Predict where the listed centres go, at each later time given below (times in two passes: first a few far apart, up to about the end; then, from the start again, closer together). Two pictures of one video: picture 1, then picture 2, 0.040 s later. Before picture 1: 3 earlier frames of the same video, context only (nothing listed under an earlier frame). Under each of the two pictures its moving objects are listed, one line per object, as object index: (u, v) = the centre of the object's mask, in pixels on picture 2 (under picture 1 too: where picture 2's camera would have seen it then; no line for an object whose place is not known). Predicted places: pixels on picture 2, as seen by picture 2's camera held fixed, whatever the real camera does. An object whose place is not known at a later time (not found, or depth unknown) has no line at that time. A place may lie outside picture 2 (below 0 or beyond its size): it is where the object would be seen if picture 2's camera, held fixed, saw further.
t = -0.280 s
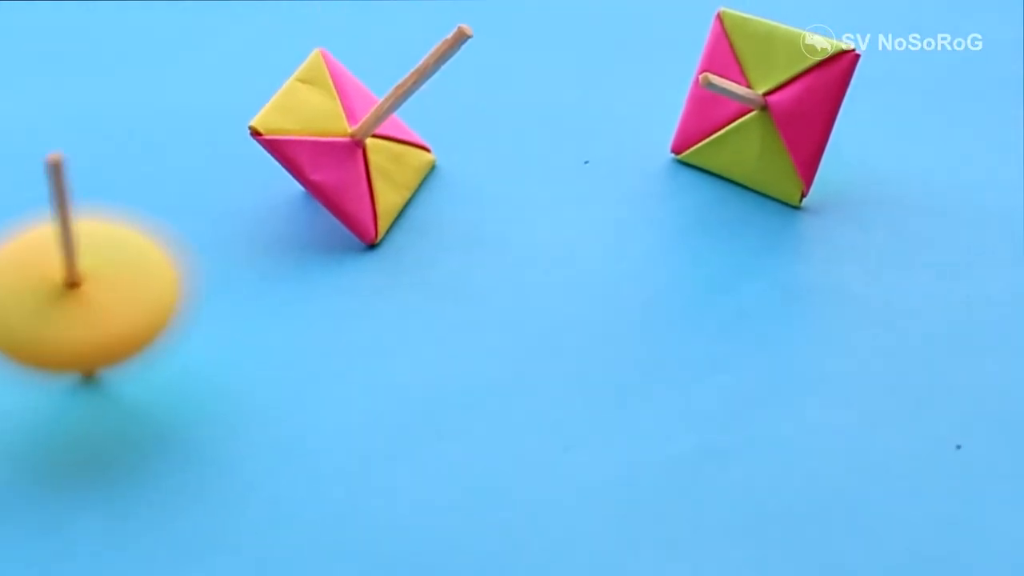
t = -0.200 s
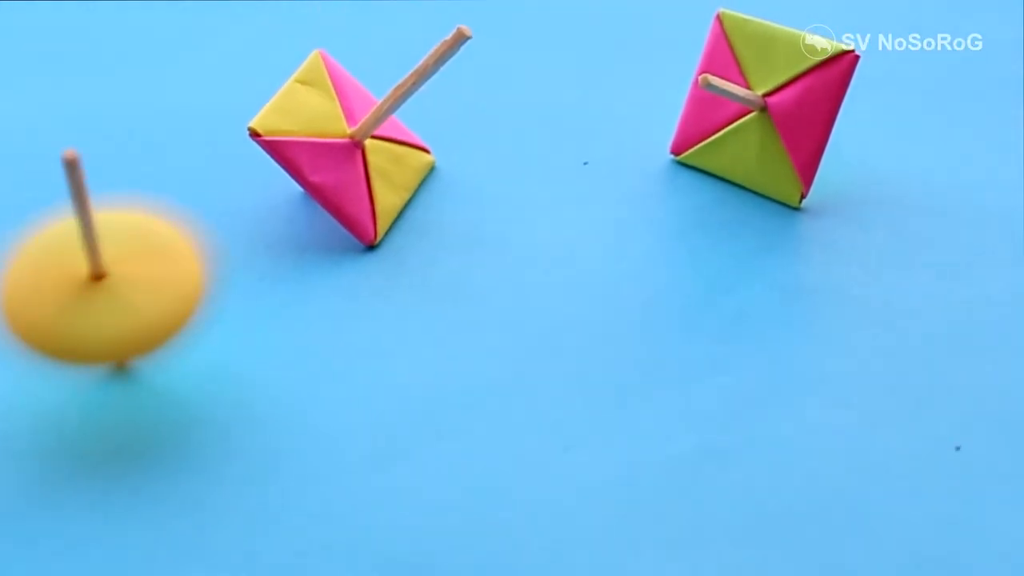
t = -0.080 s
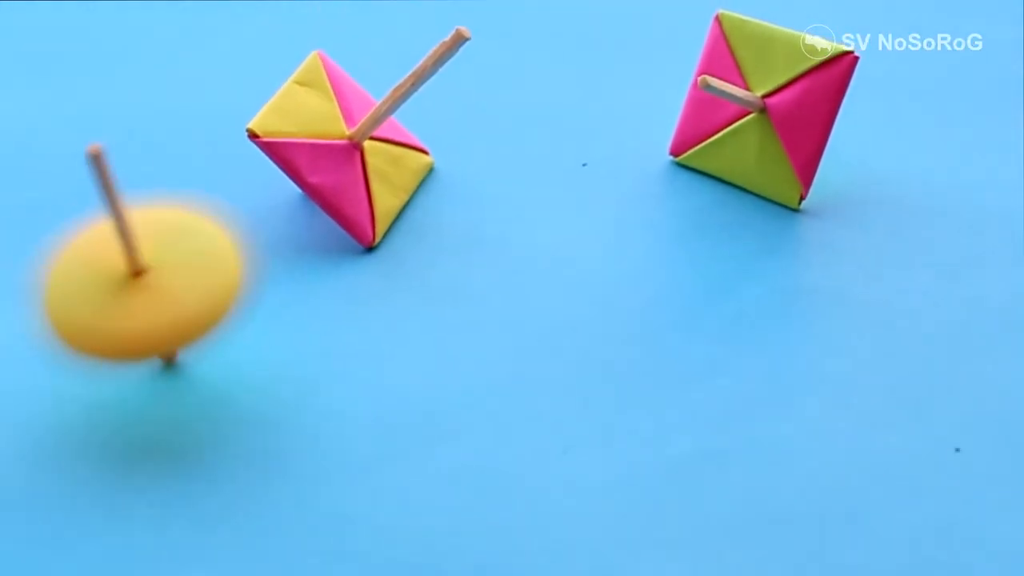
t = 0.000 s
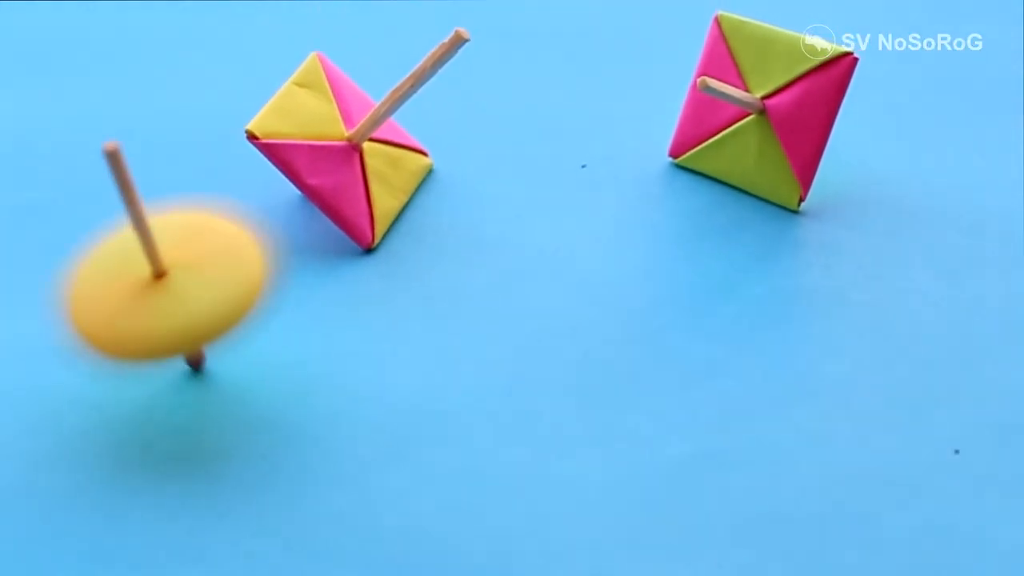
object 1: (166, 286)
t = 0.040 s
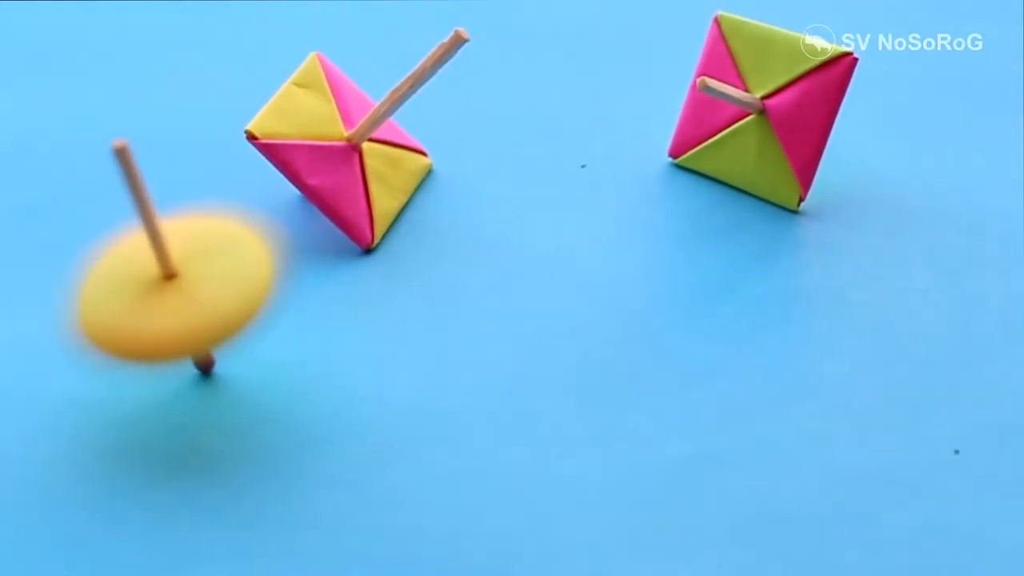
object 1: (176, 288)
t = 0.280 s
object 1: (198, 297)
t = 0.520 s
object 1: (217, 289)
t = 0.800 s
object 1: (281, 280)
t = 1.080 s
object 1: (311, 280)
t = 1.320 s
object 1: (343, 278)
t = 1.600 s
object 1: (387, 272)
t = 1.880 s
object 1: (429, 277)
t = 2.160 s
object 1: (465, 267)
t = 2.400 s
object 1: (491, 274)
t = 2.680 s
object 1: (543, 289)
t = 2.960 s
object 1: (580, 301)
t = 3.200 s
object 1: (537, 274)
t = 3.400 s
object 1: (639, 291)
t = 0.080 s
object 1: (185, 289)
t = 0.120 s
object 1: (189, 291)
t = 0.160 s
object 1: (192, 293)
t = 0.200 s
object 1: (196, 294)
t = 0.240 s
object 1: (197, 297)
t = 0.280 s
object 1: (198, 297)
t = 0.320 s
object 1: (199, 296)
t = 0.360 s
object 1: (202, 296)
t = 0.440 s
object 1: (208, 292)
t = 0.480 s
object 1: (212, 291)
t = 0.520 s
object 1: (217, 289)
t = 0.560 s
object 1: (225, 287)
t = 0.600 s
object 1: (233, 287)
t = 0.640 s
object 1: (241, 282)
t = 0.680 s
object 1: (254, 281)
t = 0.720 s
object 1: (264, 280)
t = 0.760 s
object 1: (272, 281)
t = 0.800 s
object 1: (281, 280)
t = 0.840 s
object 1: (288, 281)
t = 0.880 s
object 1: (292, 282)
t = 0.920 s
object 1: (297, 281)
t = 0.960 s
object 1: (303, 282)
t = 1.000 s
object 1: (305, 282)
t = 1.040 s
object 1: (307, 280)
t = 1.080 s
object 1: (311, 280)
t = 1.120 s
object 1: (315, 280)
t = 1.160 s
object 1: (318, 278)
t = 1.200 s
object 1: (324, 278)
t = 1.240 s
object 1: (332, 279)
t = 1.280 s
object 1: (337, 281)
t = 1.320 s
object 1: (343, 278)
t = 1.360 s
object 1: (354, 277)
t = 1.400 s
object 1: (362, 278)
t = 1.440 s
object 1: (365, 278)
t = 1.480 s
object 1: (370, 275)
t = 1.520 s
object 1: (378, 272)
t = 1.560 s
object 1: (383, 272)
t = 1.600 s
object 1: (387, 272)
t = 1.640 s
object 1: (393, 270)
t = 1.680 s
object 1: (402, 269)
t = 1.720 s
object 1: (408, 272)
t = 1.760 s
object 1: (412, 275)
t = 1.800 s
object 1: (415, 275)
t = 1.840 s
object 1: (423, 274)
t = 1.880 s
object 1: (429, 277)
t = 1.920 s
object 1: (433, 277)
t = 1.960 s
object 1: (437, 277)
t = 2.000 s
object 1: (442, 273)
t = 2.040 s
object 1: (449, 270)
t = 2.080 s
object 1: (455, 269)
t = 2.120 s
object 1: (459, 269)
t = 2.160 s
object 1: (465, 267)
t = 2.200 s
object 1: (476, 267)
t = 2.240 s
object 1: (485, 271)
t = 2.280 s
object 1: (490, 279)
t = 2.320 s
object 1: (489, 282)
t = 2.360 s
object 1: (489, 279)
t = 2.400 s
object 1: (491, 274)
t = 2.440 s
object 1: (497, 273)
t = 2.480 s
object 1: (502, 271)
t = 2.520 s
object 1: (506, 271)
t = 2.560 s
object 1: (511, 268)
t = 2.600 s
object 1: (523, 269)
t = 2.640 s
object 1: (536, 274)
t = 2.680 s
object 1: (543, 289)
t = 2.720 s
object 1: (537, 304)
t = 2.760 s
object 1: (520, 308)
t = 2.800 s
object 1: (504, 298)
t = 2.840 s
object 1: (508, 278)
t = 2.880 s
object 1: (539, 267)
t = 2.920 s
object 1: (563, 274)
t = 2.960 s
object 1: (580, 301)
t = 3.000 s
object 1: (567, 323)
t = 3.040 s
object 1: (549, 317)
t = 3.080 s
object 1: (540, 310)
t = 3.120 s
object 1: (534, 301)
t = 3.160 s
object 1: (533, 287)
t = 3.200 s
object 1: (537, 274)
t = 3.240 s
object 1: (560, 270)
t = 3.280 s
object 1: (585, 272)
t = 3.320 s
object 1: (605, 279)
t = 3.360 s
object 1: (613, 276)
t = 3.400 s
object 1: (639, 291)
